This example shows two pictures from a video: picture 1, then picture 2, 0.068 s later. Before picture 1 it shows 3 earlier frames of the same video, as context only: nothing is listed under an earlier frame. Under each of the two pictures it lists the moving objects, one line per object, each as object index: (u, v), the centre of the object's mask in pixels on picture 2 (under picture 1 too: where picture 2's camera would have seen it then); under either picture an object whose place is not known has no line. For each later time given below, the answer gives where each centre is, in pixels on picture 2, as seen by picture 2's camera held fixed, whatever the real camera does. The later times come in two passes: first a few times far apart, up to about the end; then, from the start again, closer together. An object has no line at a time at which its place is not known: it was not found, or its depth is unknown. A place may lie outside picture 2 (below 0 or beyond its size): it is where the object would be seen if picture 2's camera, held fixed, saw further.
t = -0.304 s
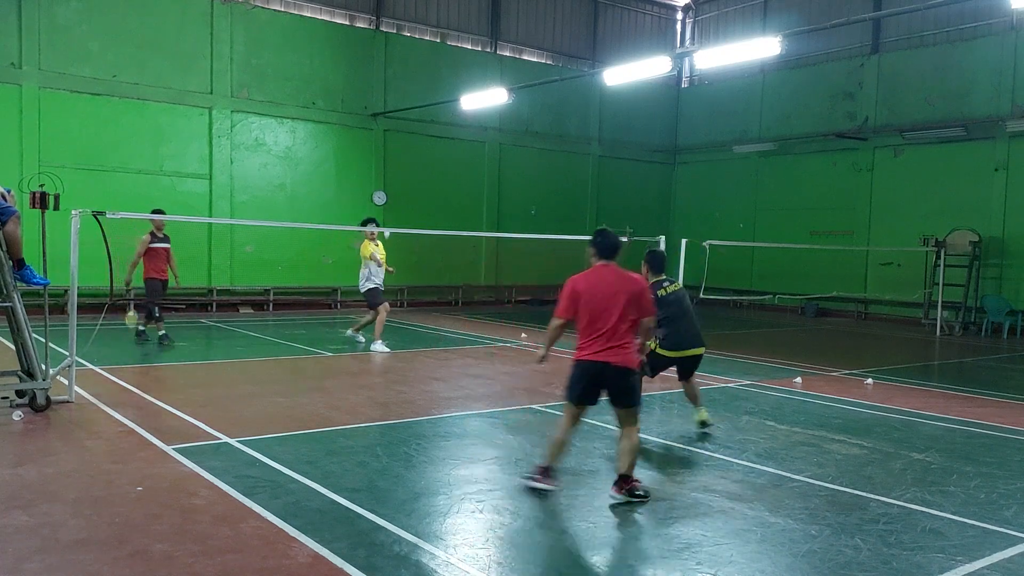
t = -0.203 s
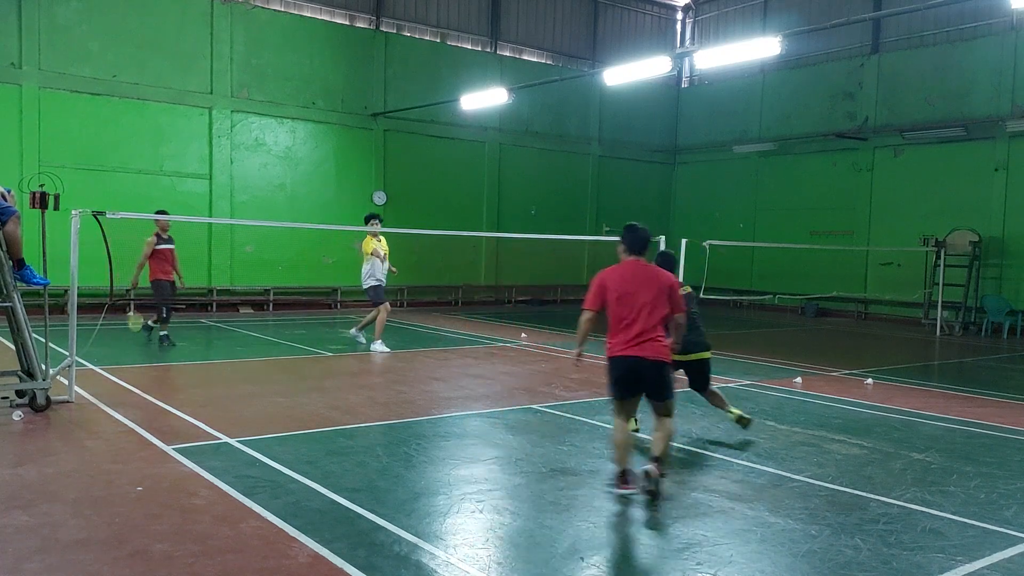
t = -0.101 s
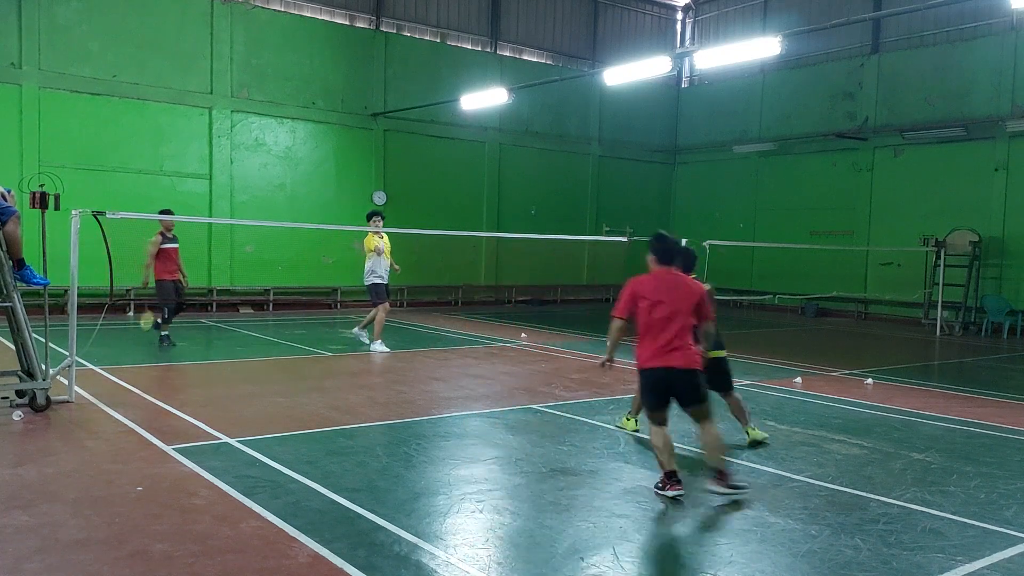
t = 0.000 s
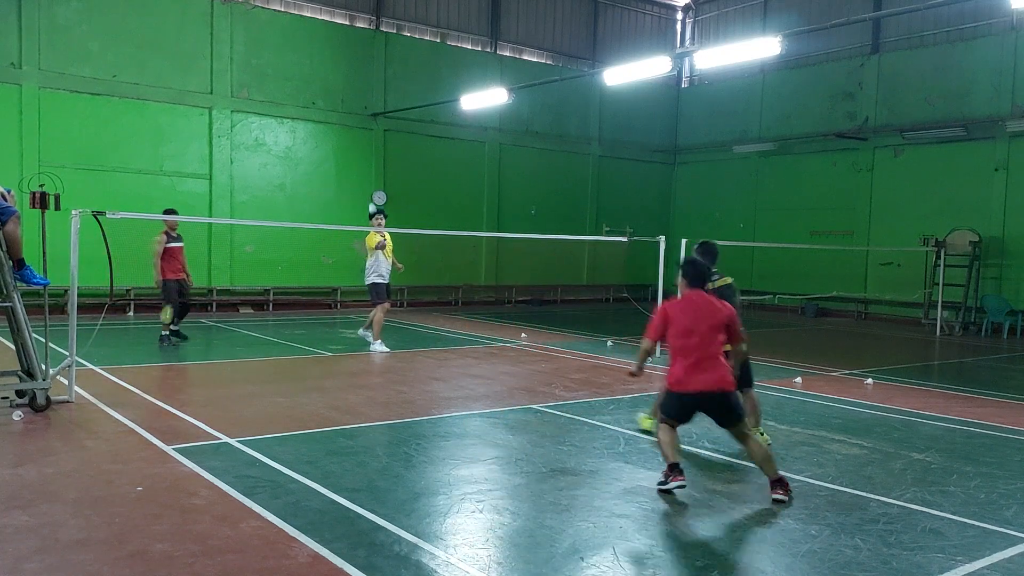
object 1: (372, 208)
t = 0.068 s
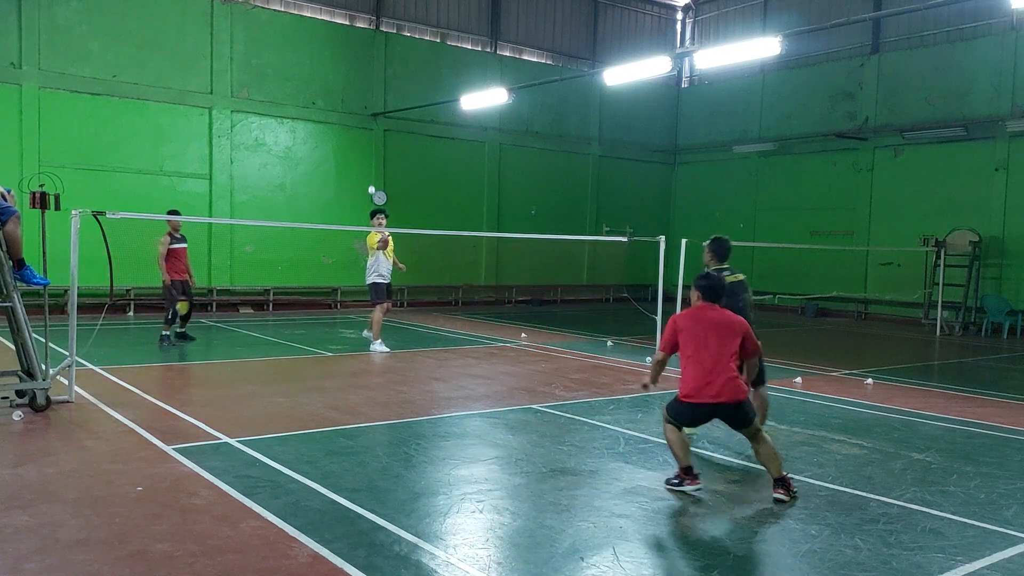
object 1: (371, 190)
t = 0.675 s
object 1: (343, 225)
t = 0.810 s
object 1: (335, 283)
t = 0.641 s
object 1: (345, 214)
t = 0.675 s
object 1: (343, 225)
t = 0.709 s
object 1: (341, 238)
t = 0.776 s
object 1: (337, 267)
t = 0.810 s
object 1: (335, 283)
